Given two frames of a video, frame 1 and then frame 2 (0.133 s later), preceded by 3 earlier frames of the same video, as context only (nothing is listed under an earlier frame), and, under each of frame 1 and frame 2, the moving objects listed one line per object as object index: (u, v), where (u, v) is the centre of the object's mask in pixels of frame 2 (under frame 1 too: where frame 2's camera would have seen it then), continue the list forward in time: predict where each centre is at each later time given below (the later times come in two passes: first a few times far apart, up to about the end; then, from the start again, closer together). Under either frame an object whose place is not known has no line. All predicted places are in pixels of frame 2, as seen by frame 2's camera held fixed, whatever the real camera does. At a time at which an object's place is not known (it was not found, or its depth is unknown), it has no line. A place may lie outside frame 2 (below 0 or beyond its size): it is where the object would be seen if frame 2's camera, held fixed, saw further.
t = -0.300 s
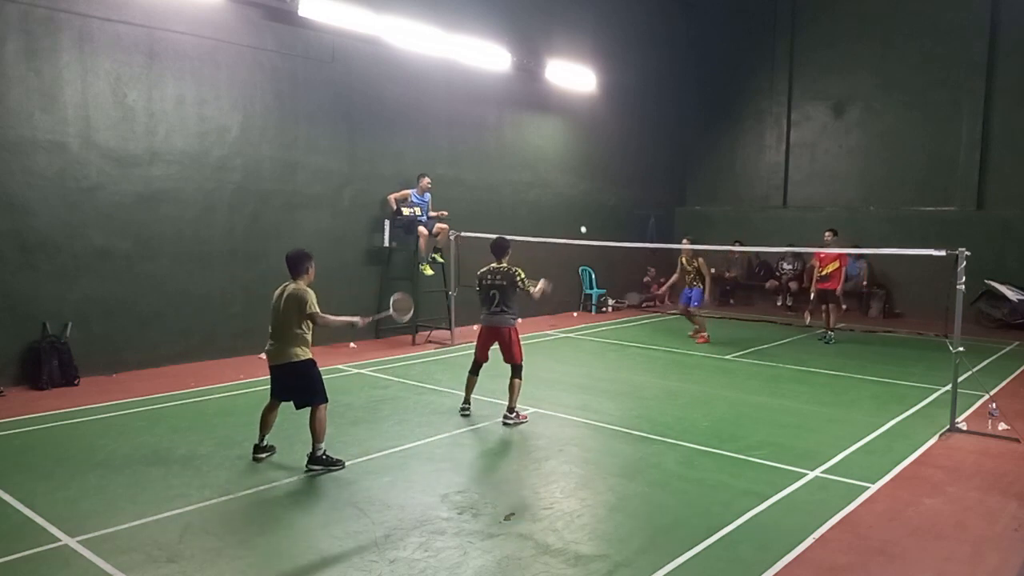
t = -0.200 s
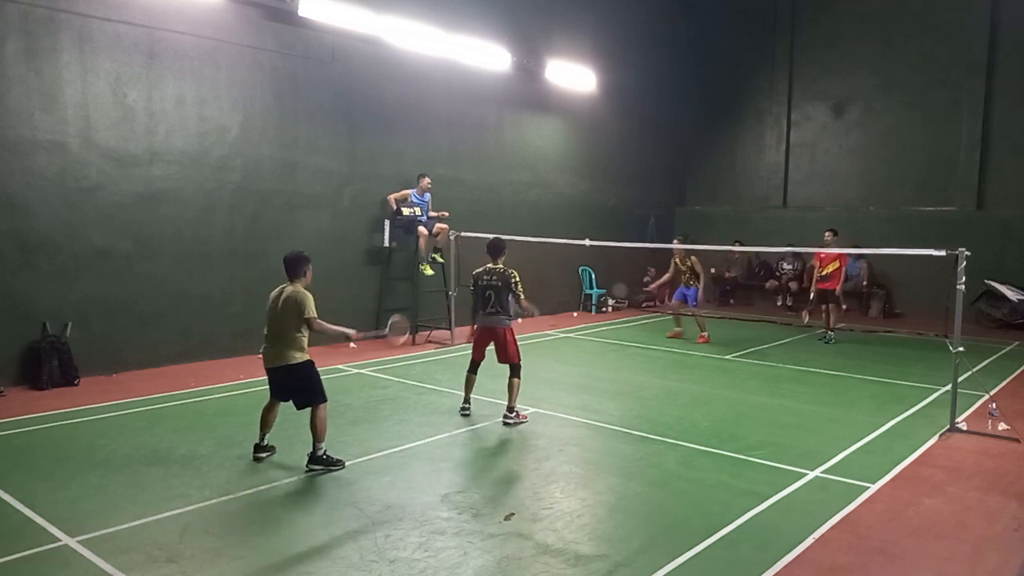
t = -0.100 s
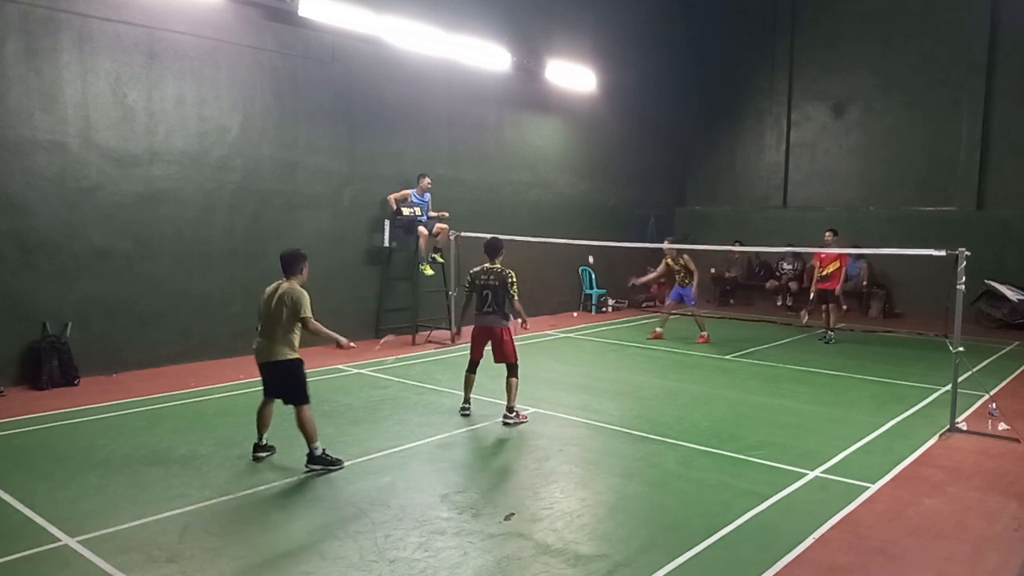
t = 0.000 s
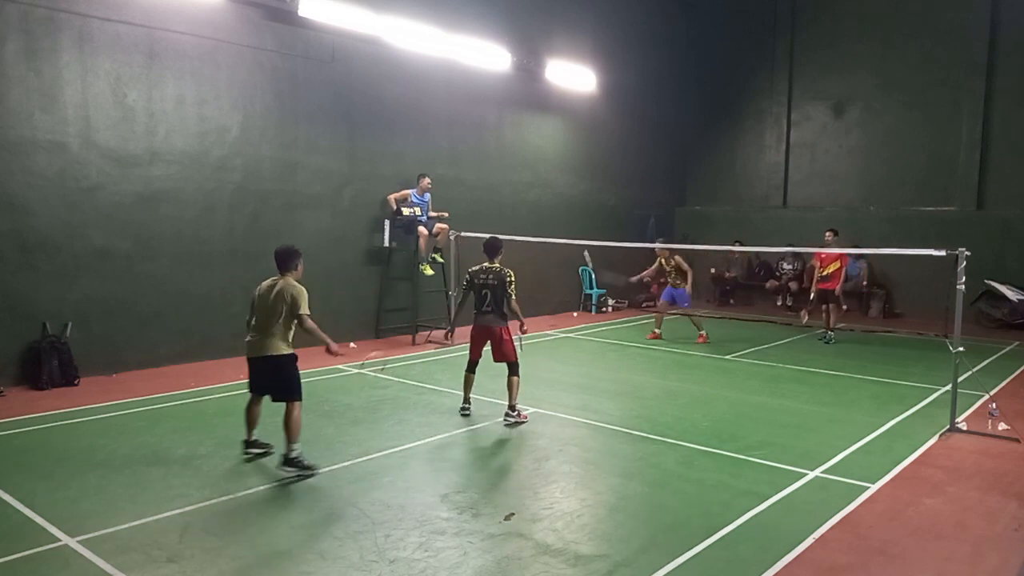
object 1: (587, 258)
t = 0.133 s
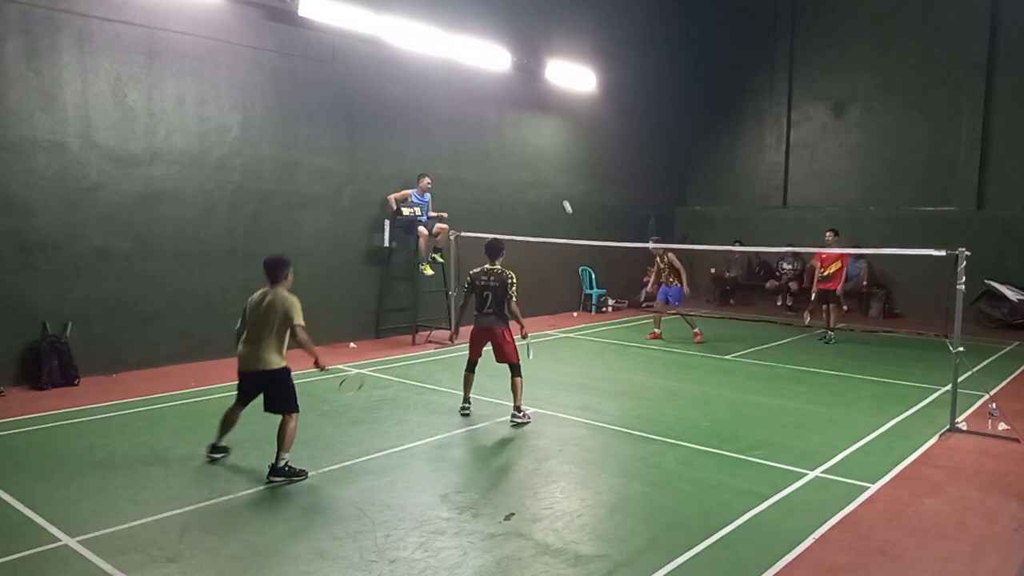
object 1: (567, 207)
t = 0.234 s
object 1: (552, 181)
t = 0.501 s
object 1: (509, 157)
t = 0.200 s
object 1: (557, 188)
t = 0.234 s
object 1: (552, 181)
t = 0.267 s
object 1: (547, 174)
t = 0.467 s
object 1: (515, 156)
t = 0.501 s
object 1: (509, 157)
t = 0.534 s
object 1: (503, 160)
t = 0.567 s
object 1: (497, 164)
